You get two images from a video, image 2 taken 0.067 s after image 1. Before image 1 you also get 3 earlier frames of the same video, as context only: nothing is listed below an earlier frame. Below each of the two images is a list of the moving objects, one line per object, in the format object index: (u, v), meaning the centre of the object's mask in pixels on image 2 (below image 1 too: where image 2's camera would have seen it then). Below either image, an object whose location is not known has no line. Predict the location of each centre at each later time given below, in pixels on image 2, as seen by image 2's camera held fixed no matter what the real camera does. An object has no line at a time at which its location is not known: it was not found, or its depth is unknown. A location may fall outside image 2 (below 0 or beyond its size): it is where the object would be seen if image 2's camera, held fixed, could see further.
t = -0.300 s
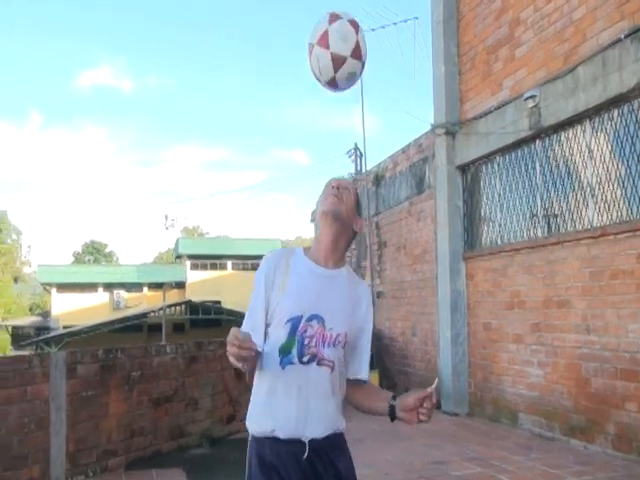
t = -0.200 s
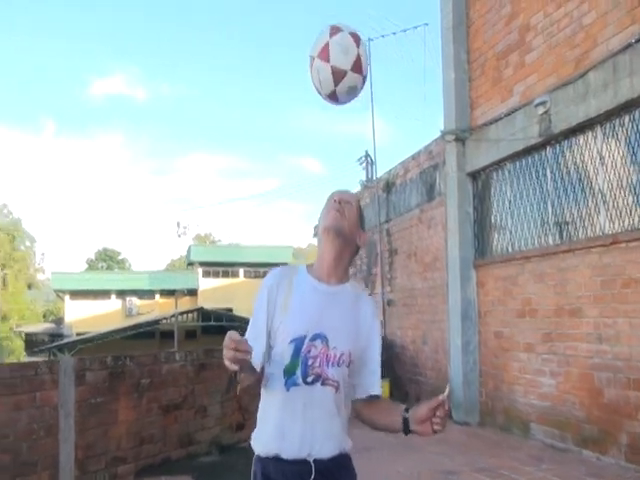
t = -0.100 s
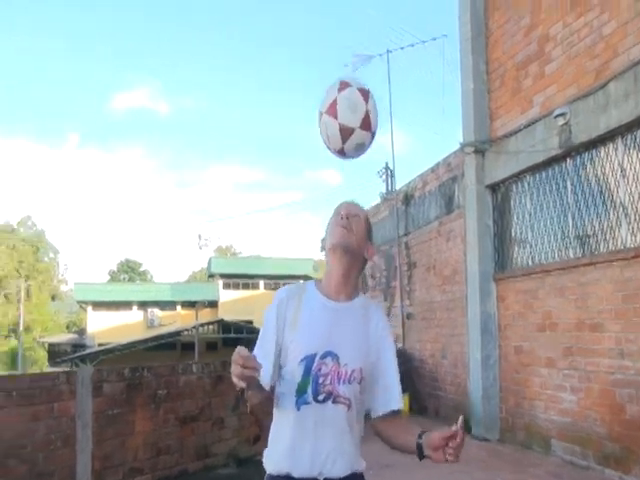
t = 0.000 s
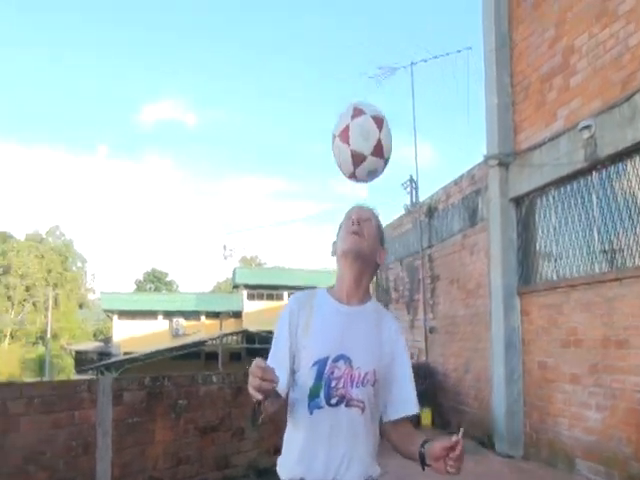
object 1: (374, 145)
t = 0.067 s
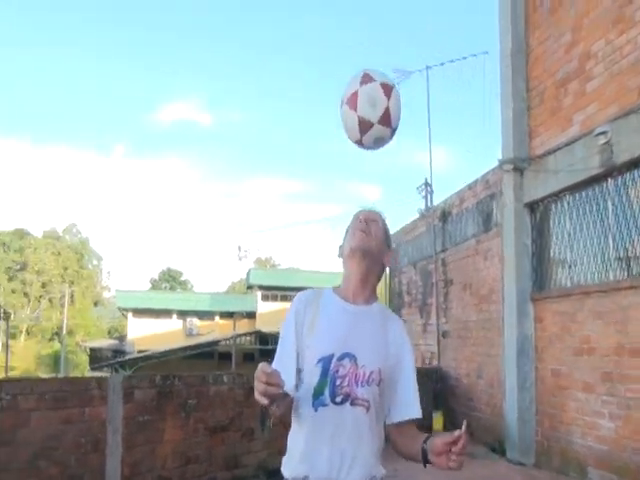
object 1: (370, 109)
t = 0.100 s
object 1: (368, 97)
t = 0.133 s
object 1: (365, 88)
